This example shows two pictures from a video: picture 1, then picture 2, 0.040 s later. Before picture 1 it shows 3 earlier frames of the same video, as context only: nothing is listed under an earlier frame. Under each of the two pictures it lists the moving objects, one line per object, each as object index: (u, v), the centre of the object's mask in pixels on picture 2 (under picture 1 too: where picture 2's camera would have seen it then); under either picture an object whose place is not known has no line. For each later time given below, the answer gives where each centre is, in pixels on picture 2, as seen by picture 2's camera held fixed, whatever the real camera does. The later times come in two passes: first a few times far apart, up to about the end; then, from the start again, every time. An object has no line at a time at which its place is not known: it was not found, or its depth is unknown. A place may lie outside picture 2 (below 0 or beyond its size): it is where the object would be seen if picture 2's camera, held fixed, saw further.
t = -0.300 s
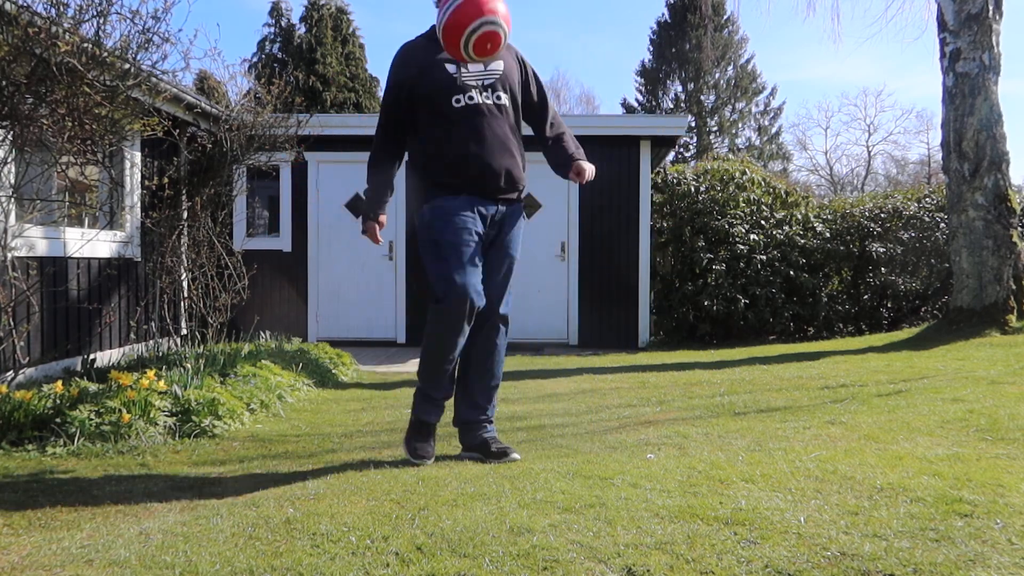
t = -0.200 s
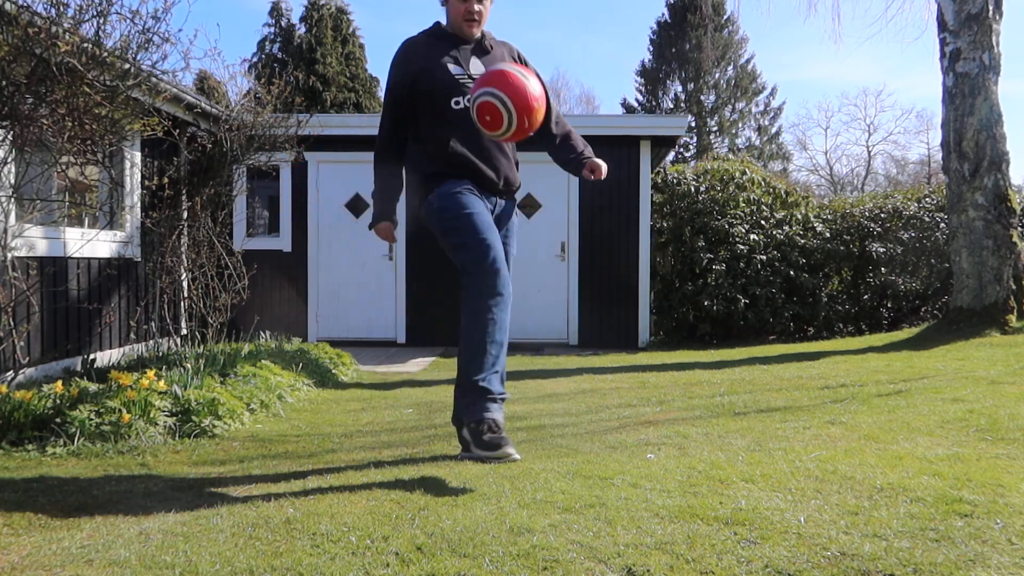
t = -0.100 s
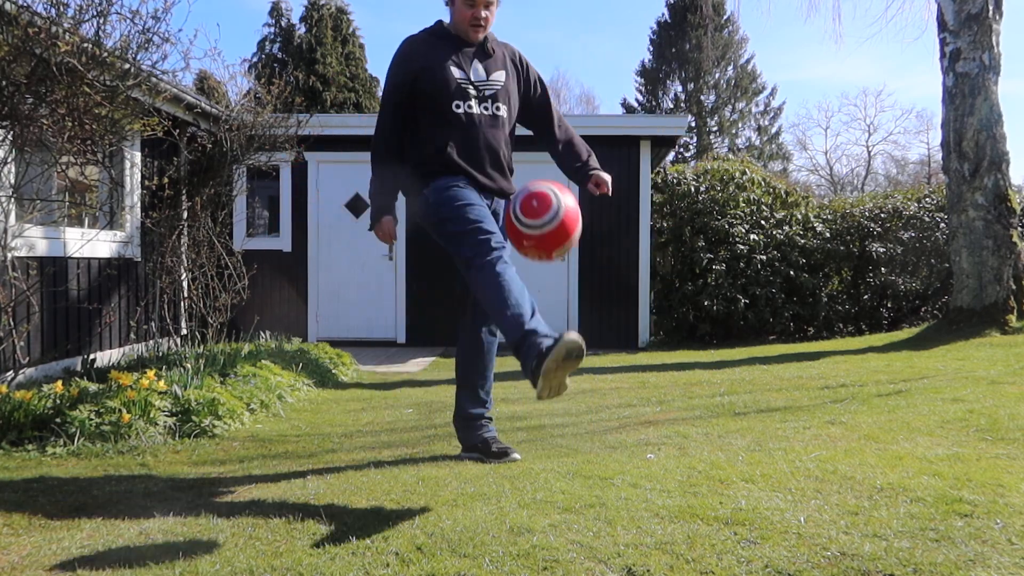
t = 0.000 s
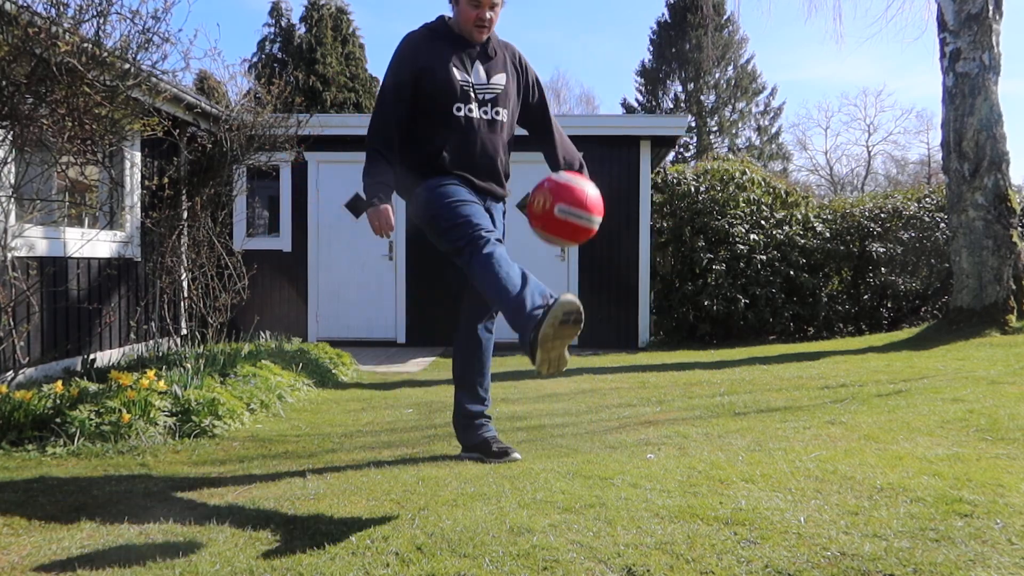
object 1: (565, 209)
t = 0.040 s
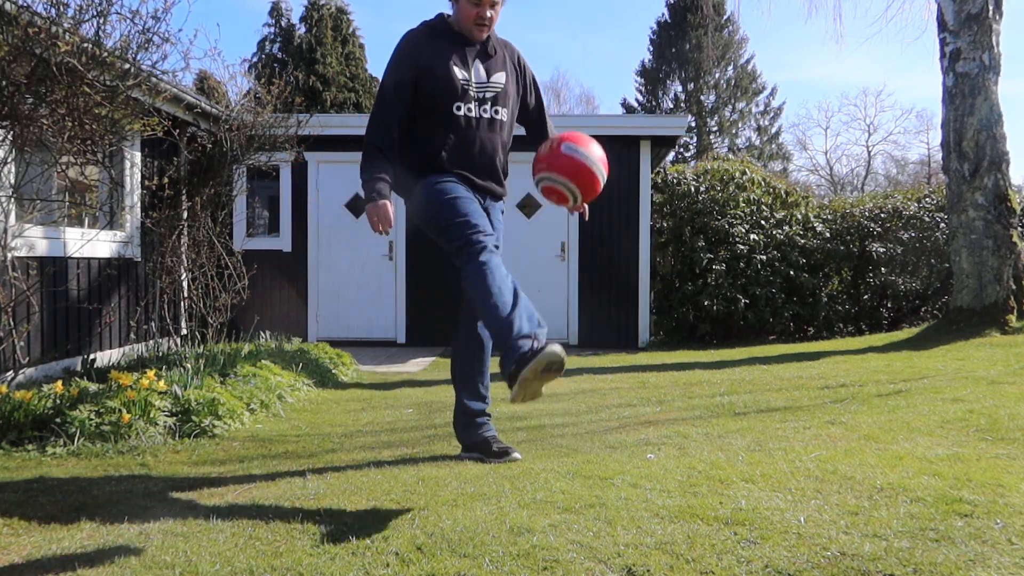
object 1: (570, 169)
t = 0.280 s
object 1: (596, 57)
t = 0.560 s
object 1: (620, 153)
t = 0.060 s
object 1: (573, 152)
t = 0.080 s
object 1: (575, 136)
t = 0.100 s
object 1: (577, 122)
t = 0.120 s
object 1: (579, 109)
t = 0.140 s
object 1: (582, 97)
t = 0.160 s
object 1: (584, 87)
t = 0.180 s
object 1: (586, 79)
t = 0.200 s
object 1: (588, 72)
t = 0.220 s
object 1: (590, 66)
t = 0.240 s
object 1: (592, 61)
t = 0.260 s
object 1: (594, 58)
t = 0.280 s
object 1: (596, 57)
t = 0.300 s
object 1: (598, 56)
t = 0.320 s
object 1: (600, 56)
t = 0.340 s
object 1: (602, 58)
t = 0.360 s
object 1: (604, 61)
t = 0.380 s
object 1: (605, 65)
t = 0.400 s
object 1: (607, 70)
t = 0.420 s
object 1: (609, 77)
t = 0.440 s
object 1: (611, 85)
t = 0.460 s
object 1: (613, 93)
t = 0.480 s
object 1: (614, 103)
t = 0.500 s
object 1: (616, 114)
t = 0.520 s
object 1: (617, 126)
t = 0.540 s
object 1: (619, 139)
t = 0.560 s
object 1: (620, 153)
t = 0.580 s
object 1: (621, 167)
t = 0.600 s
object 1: (623, 183)
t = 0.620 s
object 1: (624, 200)
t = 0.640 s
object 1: (626, 217)
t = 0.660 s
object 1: (627, 236)
